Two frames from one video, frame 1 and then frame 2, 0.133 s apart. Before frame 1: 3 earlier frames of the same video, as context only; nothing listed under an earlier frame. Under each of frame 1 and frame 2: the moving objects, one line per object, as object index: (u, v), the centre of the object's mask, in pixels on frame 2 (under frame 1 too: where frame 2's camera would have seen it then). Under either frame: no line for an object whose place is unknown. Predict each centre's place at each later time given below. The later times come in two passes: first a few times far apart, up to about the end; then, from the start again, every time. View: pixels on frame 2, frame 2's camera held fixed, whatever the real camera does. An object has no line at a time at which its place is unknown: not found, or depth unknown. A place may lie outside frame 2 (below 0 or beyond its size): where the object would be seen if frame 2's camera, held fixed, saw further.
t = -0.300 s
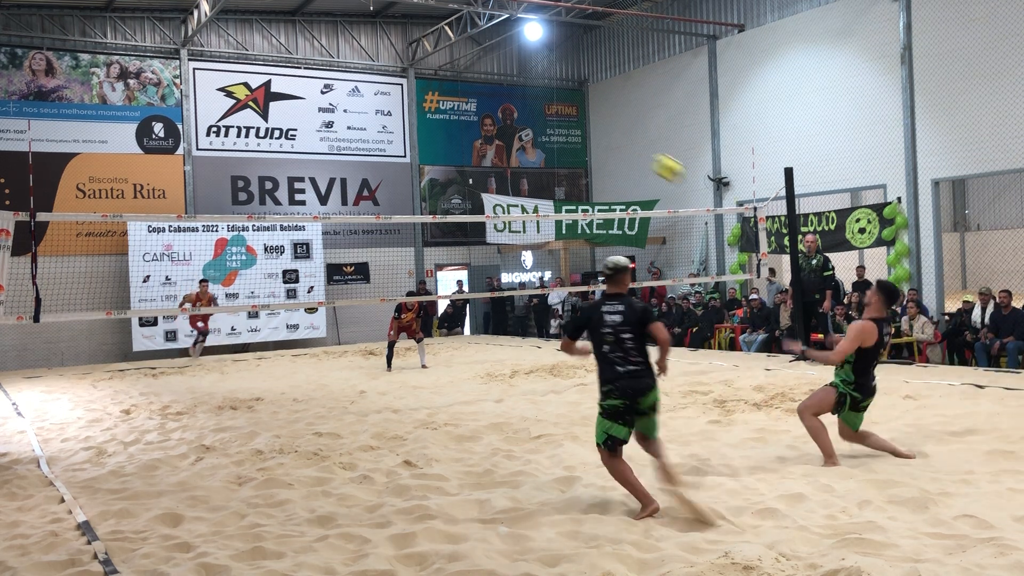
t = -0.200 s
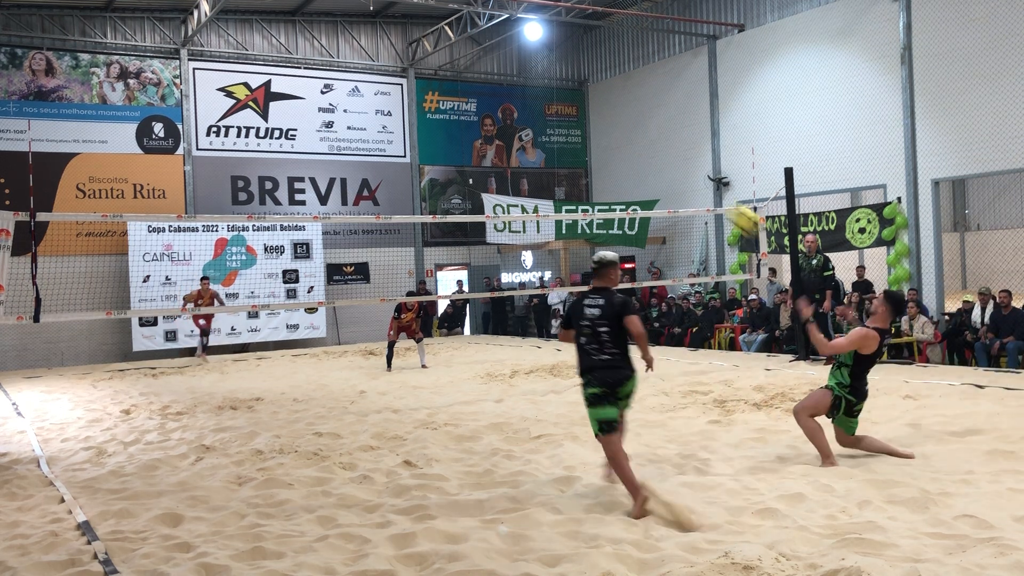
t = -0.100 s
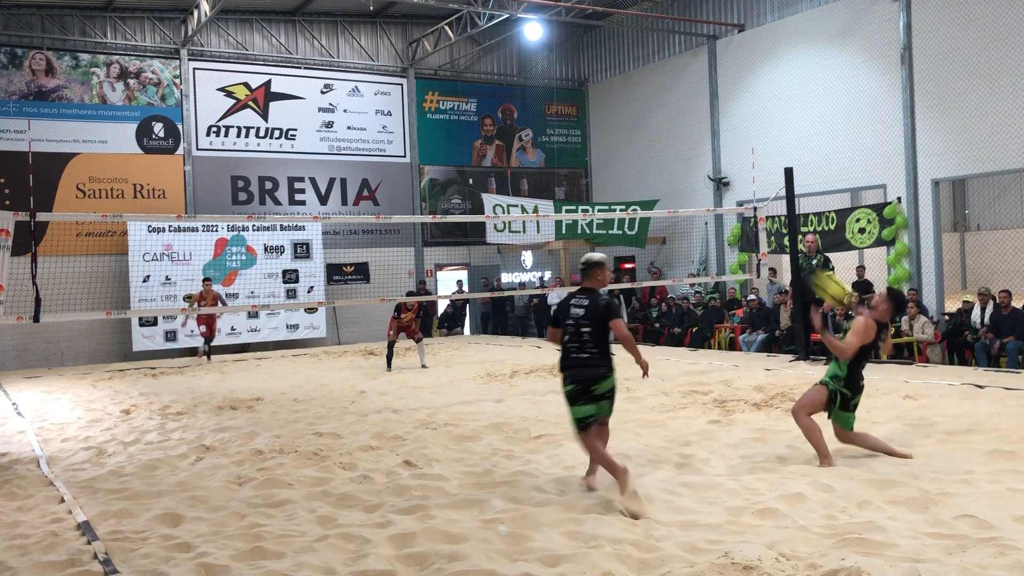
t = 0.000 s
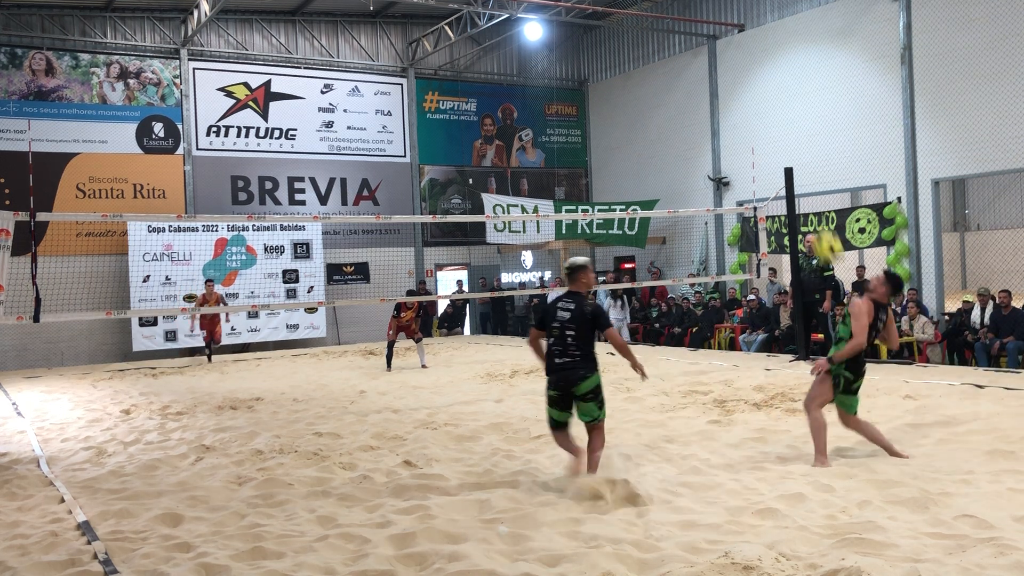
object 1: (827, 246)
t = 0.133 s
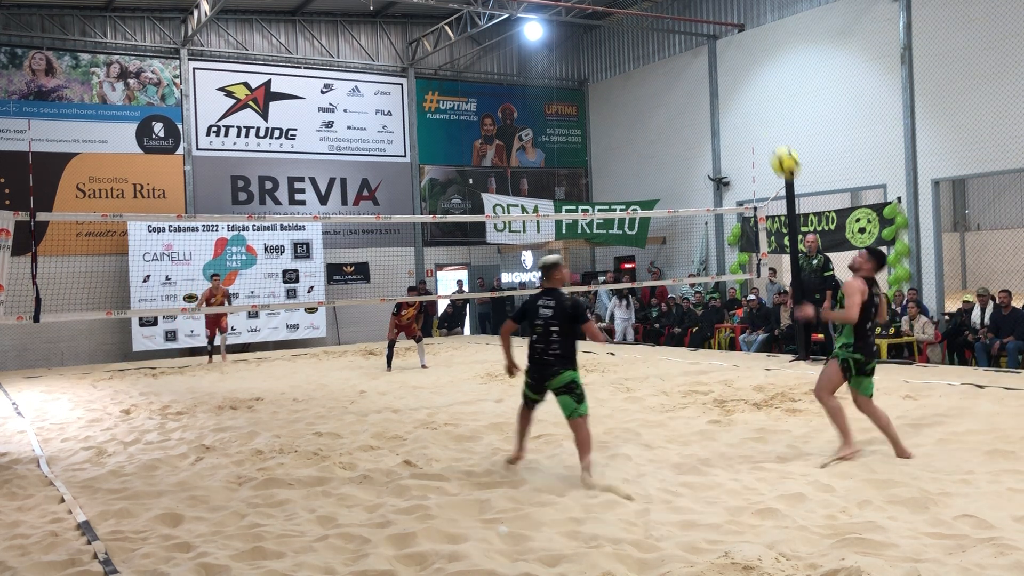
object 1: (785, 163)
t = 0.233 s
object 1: (755, 115)
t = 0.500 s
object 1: (683, 53)
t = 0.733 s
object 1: (627, 68)
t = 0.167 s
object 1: (775, 146)
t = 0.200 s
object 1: (766, 130)
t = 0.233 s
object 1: (755, 115)
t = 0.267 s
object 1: (746, 103)
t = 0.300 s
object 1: (737, 91)
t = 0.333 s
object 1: (728, 82)
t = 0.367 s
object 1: (719, 74)
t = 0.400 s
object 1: (709, 66)
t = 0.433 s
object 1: (701, 61)
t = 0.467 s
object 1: (692, 56)
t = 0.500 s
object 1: (683, 53)
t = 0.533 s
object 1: (675, 52)
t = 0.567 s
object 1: (667, 51)
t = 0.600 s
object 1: (659, 53)
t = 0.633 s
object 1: (650, 55)
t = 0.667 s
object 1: (643, 58)
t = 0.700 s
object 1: (635, 62)
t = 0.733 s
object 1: (627, 68)
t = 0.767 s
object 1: (620, 75)
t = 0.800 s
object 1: (613, 84)
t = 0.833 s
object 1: (605, 93)
